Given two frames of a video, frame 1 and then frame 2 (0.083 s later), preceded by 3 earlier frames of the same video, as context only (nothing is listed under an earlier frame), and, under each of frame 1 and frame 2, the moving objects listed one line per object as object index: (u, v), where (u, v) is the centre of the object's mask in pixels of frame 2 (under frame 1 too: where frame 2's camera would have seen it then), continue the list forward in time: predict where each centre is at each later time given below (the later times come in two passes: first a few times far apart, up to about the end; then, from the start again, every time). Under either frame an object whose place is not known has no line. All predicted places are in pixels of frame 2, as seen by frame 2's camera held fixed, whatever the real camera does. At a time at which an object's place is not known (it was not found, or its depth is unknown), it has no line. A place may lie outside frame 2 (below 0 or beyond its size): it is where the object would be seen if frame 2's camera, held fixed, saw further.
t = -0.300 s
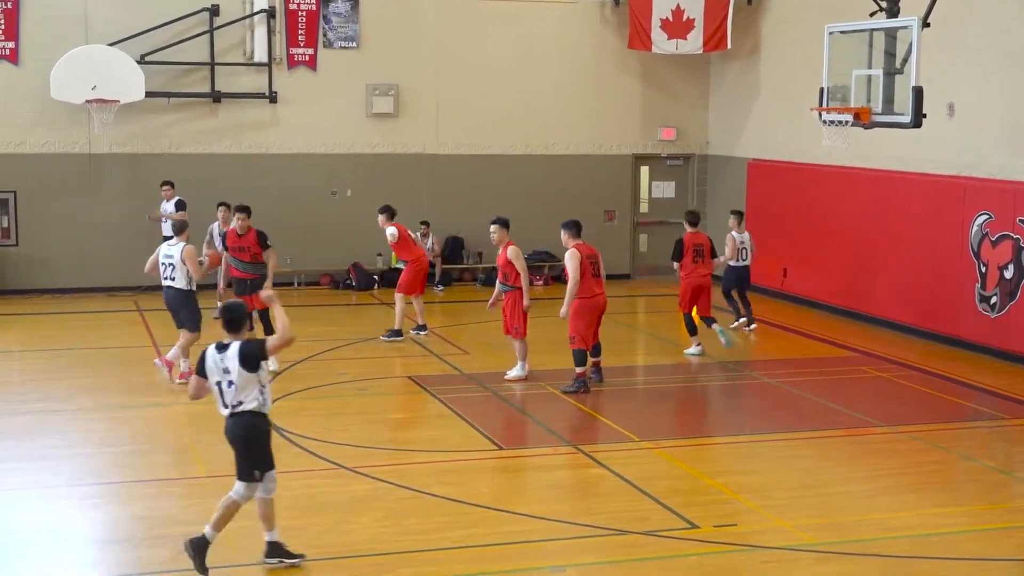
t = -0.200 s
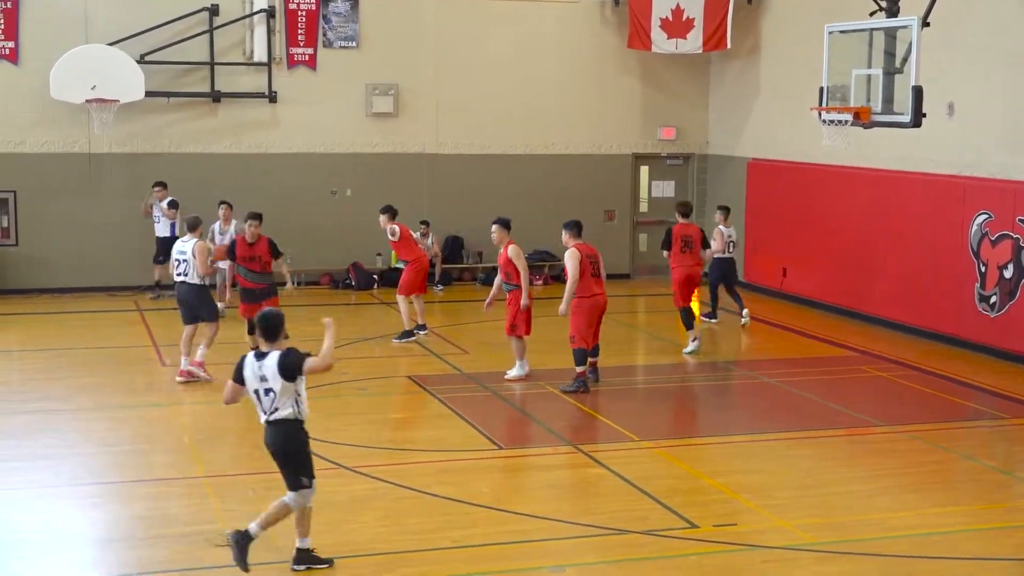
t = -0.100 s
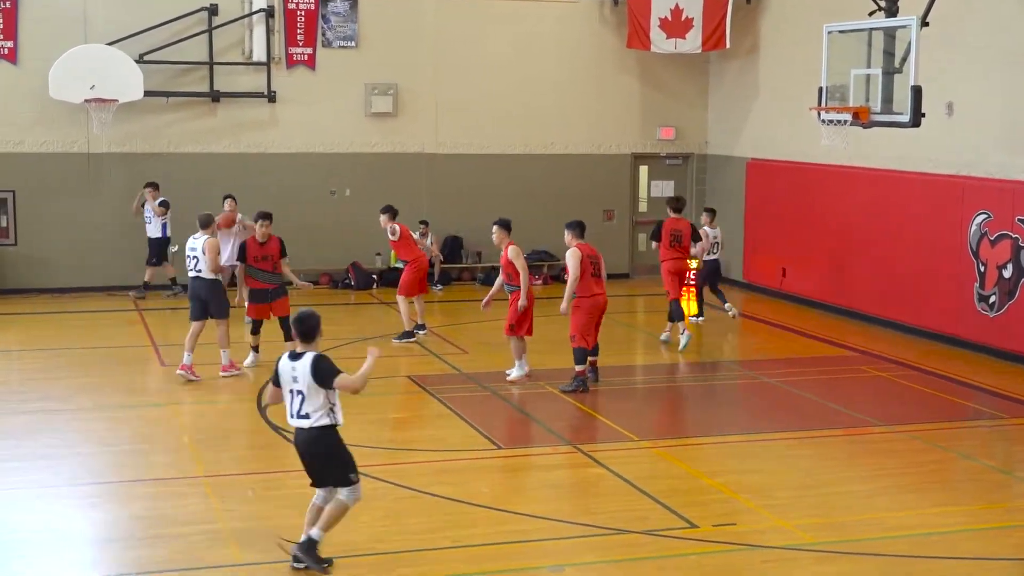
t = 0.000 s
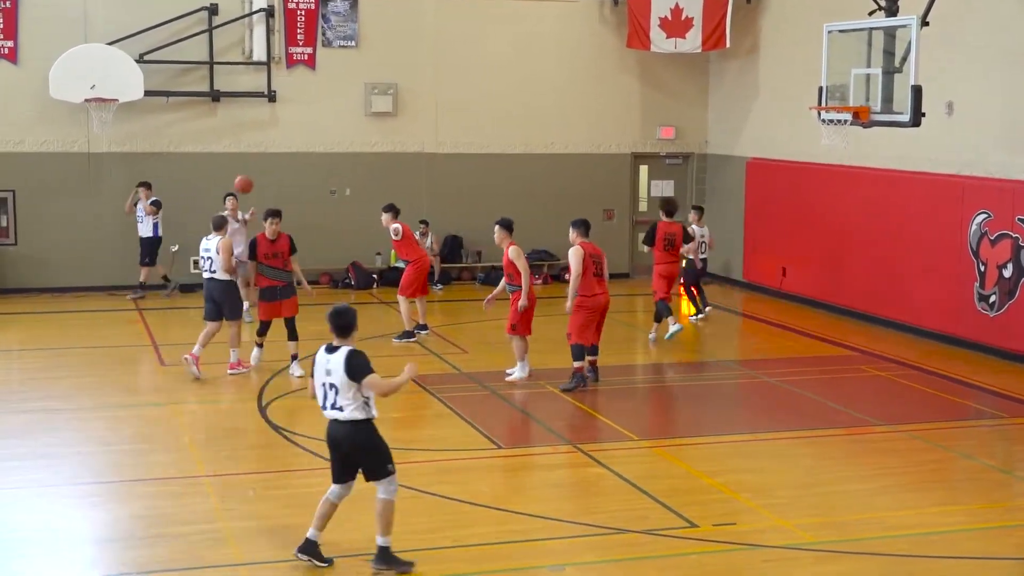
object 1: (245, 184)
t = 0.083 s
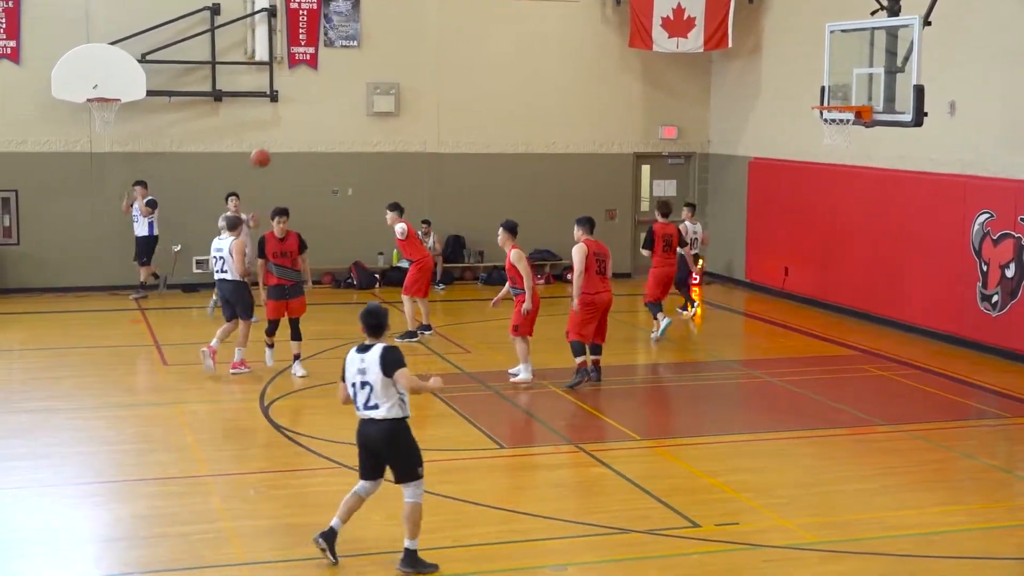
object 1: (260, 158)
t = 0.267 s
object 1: (298, 109)
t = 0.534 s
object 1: (368, 75)
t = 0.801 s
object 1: (461, 106)
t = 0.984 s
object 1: (546, 186)
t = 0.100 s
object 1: (264, 153)
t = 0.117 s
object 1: (267, 148)
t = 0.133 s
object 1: (270, 143)
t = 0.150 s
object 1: (274, 138)
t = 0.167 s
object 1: (277, 133)
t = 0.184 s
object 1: (281, 129)
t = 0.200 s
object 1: (284, 125)
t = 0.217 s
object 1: (287, 121)
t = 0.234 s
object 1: (291, 117)
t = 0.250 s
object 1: (295, 113)
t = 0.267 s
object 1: (298, 109)
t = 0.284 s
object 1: (302, 106)
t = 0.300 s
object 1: (306, 102)
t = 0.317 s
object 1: (310, 99)
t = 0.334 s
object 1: (314, 96)
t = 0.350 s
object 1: (318, 93)
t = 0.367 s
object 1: (323, 90)
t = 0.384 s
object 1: (327, 88)
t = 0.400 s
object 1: (331, 86)
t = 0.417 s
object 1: (335, 84)
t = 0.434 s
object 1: (340, 82)
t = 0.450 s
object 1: (344, 80)
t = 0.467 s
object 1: (349, 79)
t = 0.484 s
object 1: (353, 78)
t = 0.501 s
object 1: (359, 76)
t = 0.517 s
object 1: (363, 76)
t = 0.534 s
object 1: (368, 75)
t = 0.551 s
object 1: (373, 75)
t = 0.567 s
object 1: (378, 75)
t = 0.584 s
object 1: (383, 75)
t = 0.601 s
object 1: (389, 75)
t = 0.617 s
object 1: (394, 76)
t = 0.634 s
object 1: (400, 77)
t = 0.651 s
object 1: (406, 79)
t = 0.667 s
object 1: (411, 80)
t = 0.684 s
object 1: (417, 82)
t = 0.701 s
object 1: (423, 85)
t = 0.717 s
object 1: (429, 87)
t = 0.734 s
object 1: (436, 90)
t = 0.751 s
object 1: (441, 94)
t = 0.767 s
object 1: (448, 97)
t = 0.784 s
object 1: (455, 101)
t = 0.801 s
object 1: (461, 106)
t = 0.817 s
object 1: (468, 111)
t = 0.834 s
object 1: (475, 116)
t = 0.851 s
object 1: (483, 122)
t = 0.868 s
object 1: (490, 128)
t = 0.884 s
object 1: (497, 135)
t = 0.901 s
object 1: (505, 142)
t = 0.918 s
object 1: (513, 150)
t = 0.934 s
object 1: (521, 158)
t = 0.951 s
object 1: (529, 167)
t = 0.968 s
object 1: (537, 176)
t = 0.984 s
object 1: (546, 186)
